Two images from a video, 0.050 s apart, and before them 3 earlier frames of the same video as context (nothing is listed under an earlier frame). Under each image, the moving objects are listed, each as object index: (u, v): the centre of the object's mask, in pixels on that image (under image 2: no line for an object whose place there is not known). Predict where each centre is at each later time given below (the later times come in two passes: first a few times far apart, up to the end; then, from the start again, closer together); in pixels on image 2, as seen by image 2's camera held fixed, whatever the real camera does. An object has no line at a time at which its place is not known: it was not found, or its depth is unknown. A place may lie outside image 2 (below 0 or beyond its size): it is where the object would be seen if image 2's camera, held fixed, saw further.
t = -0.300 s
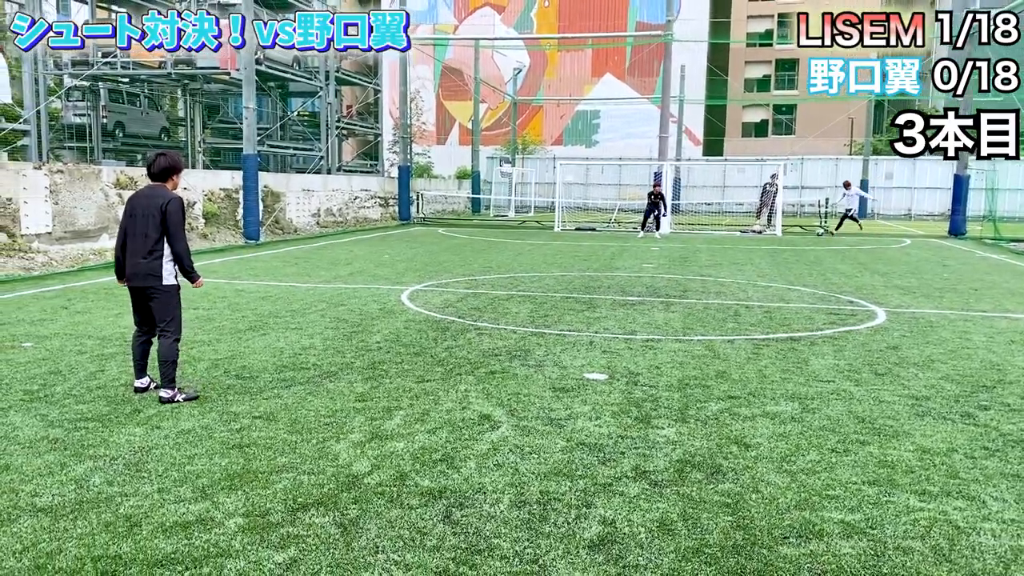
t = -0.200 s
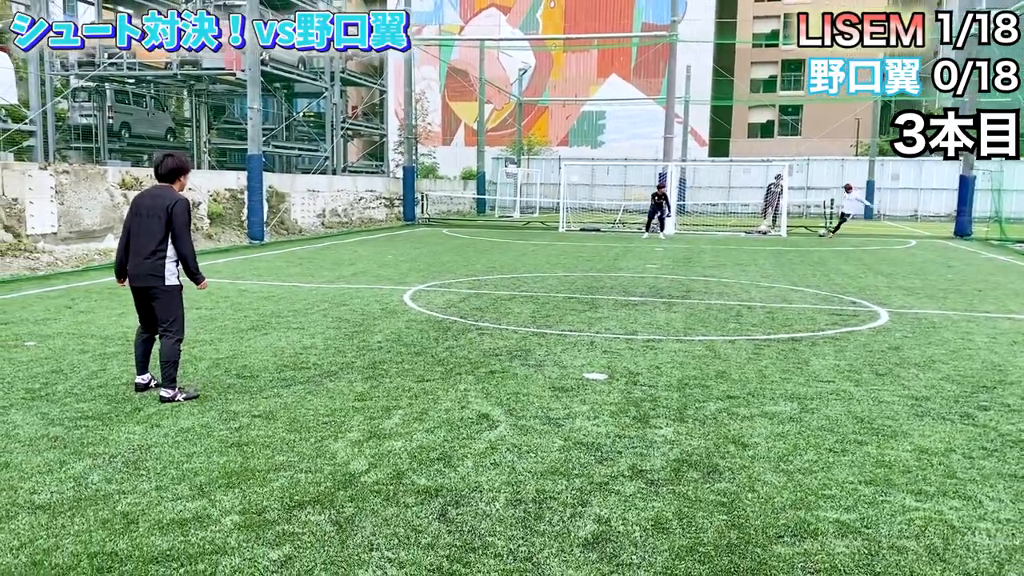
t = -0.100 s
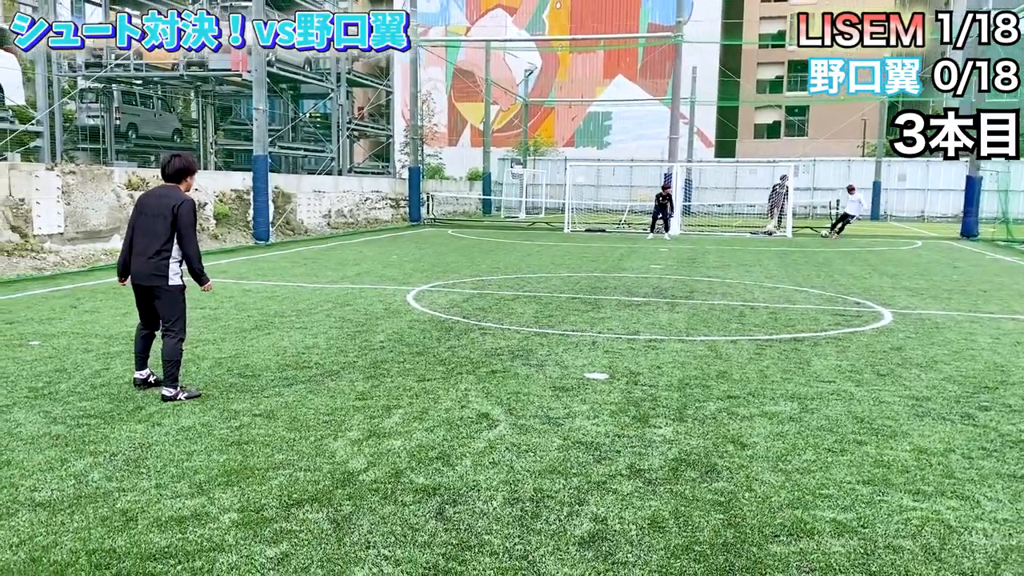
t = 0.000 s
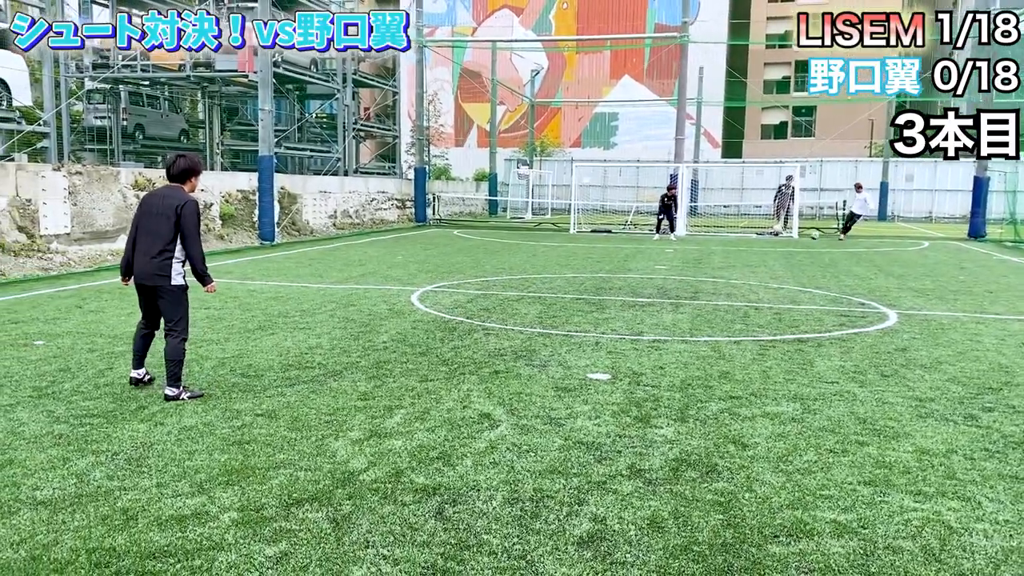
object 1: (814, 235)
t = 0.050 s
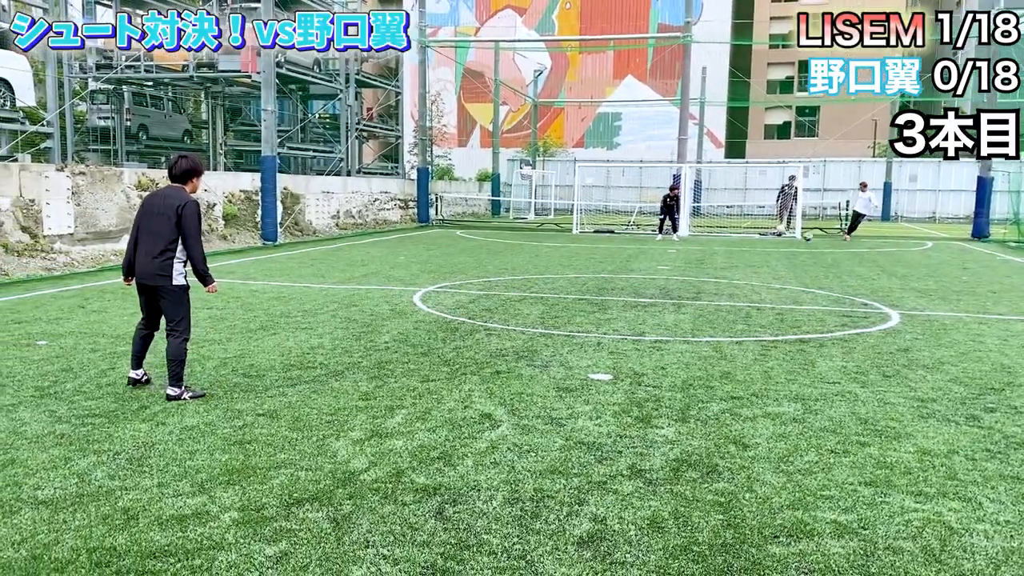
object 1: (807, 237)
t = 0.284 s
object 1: (758, 250)
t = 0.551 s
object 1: (691, 262)
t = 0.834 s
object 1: (595, 294)
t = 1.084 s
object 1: (470, 334)
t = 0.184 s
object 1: (780, 242)
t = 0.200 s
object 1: (777, 243)
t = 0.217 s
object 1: (774, 244)
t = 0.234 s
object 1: (770, 246)
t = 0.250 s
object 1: (766, 247)
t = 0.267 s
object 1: (762, 248)
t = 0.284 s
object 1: (758, 250)
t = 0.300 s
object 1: (754, 251)
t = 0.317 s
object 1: (750, 253)
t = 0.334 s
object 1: (746, 254)
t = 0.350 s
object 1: (743, 254)
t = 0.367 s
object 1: (739, 254)
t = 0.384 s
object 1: (735, 254)
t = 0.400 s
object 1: (730, 254)
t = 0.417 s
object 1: (727, 254)
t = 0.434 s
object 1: (722, 255)
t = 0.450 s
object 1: (718, 256)
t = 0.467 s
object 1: (714, 256)
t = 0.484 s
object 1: (709, 258)
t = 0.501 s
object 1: (705, 258)
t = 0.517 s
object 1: (700, 260)
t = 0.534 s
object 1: (696, 261)
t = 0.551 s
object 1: (691, 262)
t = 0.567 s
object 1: (686, 264)
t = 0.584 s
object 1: (681, 265)
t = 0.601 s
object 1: (676, 267)
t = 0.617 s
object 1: (671, 270)
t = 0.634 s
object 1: (666, 272)
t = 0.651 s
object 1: (660, 274)
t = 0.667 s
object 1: (655, 278)
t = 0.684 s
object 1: (650, 280)
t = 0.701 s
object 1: (644, 282)
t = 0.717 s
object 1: (639, 282)
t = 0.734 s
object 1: (633, 283)
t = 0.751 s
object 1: (628, 285)
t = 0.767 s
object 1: (621, 285)
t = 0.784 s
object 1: (615, 287)
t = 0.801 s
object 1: (608, 289)
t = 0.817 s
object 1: (601, 291)
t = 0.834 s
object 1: (595, 294)
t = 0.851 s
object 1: (588, 296)
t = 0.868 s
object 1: (581, 299)
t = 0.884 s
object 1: (573, 302)
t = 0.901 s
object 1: (566, 303)
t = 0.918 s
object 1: (558, 304)
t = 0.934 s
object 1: (551, 306)
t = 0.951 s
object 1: (544, 308)
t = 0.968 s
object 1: (535, 310)
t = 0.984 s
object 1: (526, 313)
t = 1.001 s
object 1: (518, 316)
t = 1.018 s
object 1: (509, 321)
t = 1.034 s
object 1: (499, 325)
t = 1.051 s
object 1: (490, 329)
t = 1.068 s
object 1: (479, 331)
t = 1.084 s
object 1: (470, 334)
